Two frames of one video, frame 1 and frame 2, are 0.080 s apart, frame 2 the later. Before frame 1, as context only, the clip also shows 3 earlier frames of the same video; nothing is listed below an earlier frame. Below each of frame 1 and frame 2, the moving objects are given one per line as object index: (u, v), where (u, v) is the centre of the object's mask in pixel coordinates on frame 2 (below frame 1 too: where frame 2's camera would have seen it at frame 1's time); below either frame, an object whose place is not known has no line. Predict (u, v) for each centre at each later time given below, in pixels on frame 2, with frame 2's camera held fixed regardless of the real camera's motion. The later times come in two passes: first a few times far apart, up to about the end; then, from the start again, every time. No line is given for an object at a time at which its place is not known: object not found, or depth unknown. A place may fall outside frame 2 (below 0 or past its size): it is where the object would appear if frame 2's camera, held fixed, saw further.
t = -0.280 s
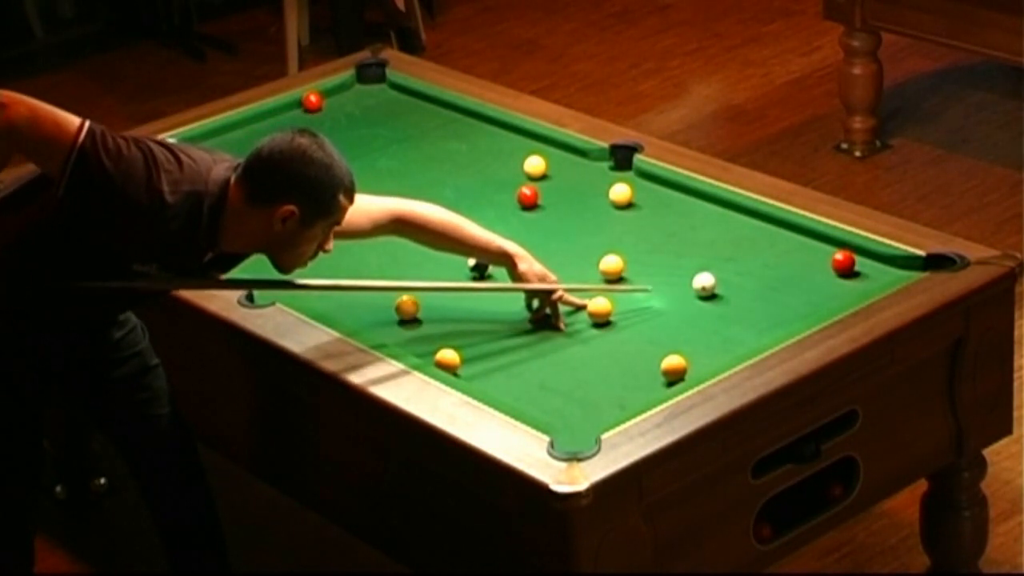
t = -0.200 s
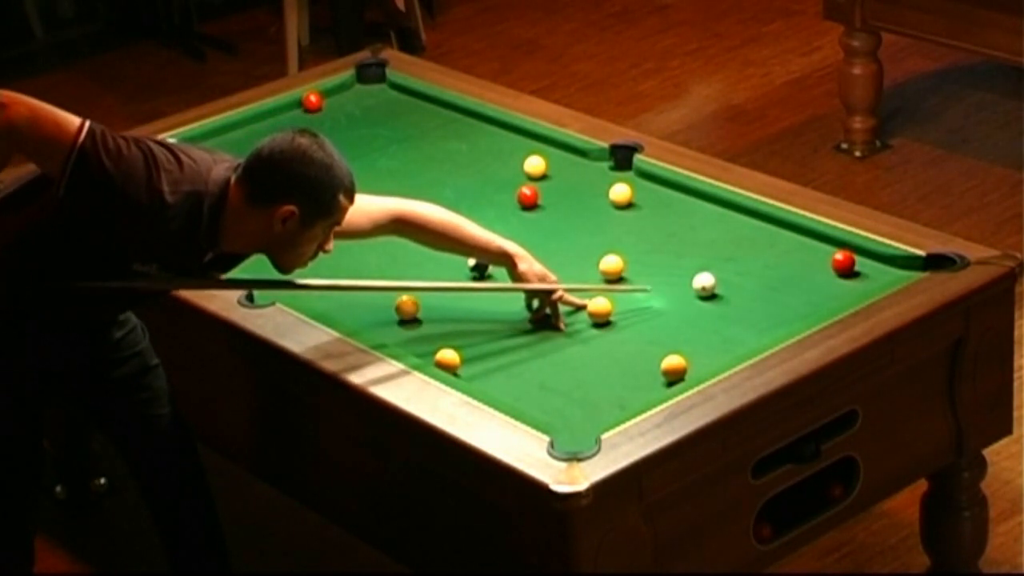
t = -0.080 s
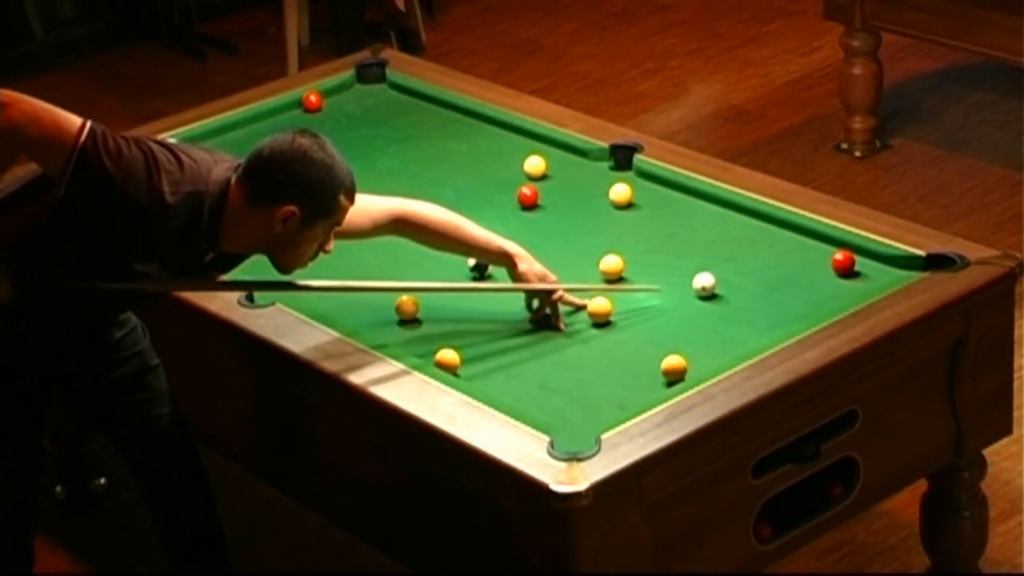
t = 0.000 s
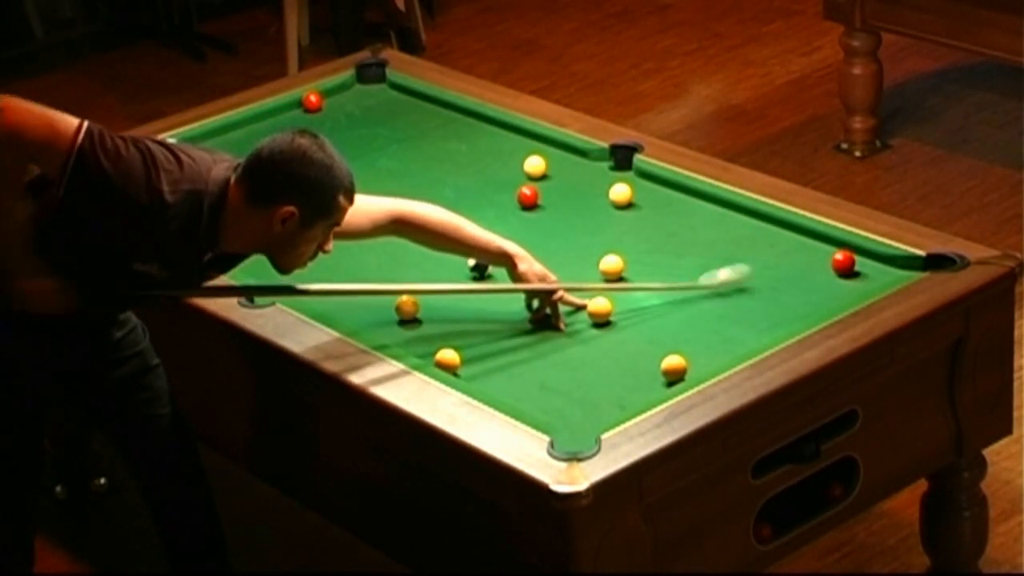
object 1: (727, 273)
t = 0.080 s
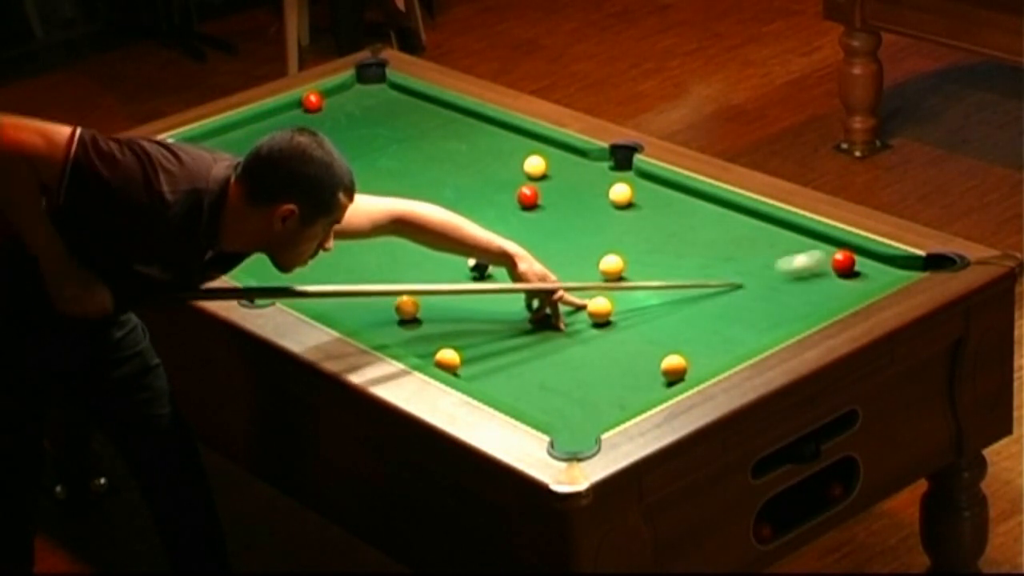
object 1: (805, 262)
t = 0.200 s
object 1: (823, 242)
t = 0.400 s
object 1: (758, 241)
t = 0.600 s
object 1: (693, 242)
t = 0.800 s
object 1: (633, 242)
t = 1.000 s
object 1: (574, 242)
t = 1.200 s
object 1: (518, 243)
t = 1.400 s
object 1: (465, 243)
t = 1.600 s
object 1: (414, 244)
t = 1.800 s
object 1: (365, 244)
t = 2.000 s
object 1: (318, 244)
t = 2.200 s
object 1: (274, 244)
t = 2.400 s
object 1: (232, 245)
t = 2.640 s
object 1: (191, 240)
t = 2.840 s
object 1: (191, 232)
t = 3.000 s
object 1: (191, 225)
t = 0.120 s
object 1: (821, 256)
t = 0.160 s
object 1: (823, 248)
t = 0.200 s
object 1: (823, 242)
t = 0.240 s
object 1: (810, 241)
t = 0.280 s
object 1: (797, 241)
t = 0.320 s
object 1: (784, 241)
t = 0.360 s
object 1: (770, 241)
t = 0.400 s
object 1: (758, 241)
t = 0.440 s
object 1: (745, 241)
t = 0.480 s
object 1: (731, 241)
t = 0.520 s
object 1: (720, 242)
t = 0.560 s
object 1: (706, 242)
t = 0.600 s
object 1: (693, 242)
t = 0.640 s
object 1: (681, 242)
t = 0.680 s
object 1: (668, 242)
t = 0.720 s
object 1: (656, 242)
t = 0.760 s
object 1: (644, 242)
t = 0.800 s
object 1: (633, 242)
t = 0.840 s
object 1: (621, 241)
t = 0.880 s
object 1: (609, 241)
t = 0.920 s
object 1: (597, 242)
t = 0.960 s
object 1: (585, 242)
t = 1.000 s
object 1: (574, 242)
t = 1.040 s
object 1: (563, 242)
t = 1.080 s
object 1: (552, 242)
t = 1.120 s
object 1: (541, 243)
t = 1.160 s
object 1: (529, 243)
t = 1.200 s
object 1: (518, 243)
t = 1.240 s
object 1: (507, 243)
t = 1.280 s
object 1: (497, 243)
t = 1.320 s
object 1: (487, 242)
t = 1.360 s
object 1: (476, 242)
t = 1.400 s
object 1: (465, 243)
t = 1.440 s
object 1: (454, 244)
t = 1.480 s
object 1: (444, 243)
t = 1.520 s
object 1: (433, 243)
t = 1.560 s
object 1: (423, 244)
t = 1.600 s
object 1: (414, 244)
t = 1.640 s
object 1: (403, 244)
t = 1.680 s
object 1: (394, 244)
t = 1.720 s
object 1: (384, 244)
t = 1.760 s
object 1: (374, 244)
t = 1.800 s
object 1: (365, 244)
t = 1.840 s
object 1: (355, 244)
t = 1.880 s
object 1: (346, 244)
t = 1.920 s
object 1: (337, 244)
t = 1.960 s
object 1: (327, 244)
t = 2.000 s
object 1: (318, 244)
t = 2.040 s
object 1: (309, 244)
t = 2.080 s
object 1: (300, 244)
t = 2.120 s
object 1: (291, 244)
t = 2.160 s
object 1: (282, 245)
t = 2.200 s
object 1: (274, 244)
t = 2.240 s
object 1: (266, 244)
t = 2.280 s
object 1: (257, 244)
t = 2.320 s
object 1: (249, 244)
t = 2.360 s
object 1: (240, 245)
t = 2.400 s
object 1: (232, 245)
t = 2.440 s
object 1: (224, 245)
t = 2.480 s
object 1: (216, 244)
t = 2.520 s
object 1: (208, 243)
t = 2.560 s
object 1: (201, 243)
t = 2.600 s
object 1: (193, 242)
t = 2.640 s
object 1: (191, 240)
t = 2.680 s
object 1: (191, 239)
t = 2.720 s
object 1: (191, 237)
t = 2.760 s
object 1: (191, 235)
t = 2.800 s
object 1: (191, 234)
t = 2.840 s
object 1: (191, 232)
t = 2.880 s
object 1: (191, 230)
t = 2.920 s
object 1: (191, 228)
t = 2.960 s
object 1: (191, 227)
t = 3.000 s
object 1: (191, 225)
